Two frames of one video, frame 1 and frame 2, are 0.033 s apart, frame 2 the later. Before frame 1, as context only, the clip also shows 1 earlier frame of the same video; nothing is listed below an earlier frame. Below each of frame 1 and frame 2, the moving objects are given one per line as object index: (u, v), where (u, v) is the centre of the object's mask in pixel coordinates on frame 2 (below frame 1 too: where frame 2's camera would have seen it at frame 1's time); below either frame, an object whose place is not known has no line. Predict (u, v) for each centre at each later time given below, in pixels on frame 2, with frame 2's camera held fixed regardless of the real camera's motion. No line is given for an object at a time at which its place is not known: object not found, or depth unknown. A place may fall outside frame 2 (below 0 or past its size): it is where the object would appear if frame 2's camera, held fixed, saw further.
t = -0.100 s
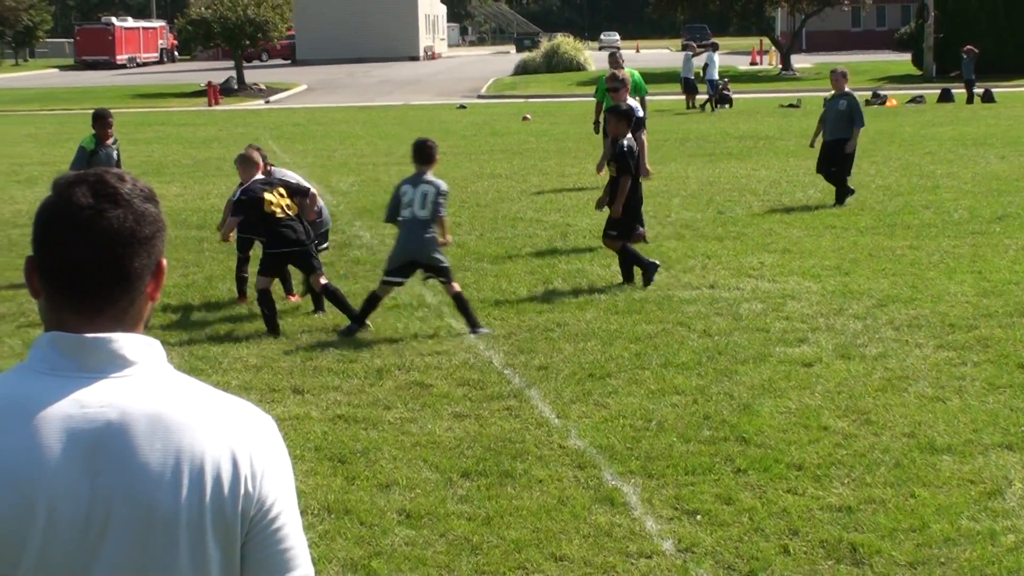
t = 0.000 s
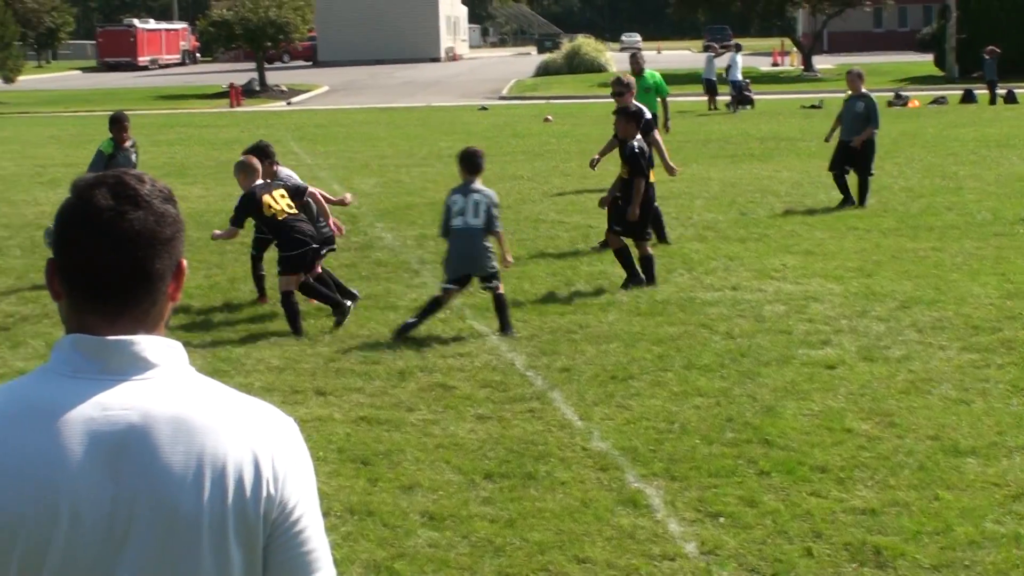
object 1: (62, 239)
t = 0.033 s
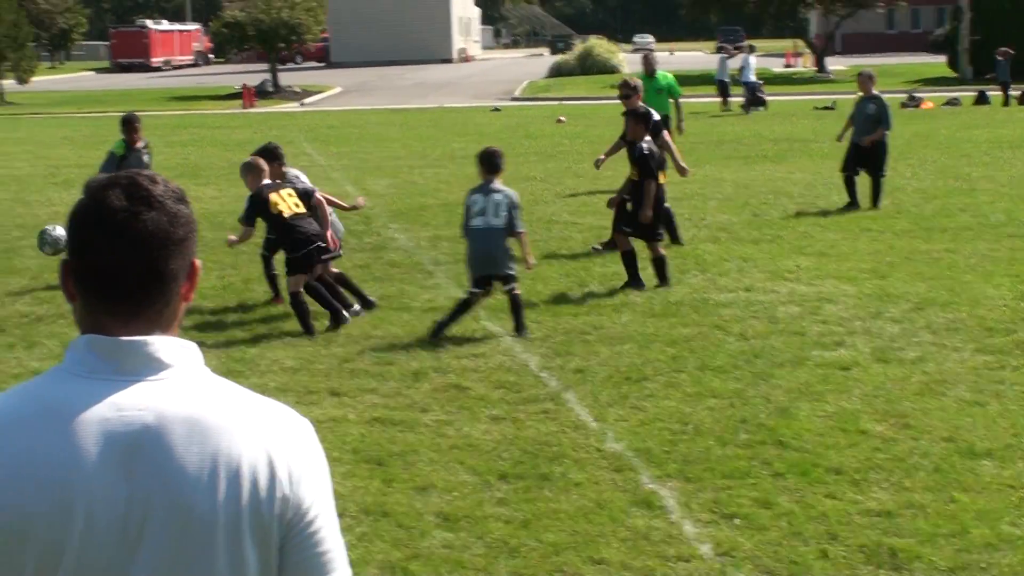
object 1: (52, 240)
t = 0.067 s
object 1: (29, 244)
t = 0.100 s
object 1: (6, 250)
